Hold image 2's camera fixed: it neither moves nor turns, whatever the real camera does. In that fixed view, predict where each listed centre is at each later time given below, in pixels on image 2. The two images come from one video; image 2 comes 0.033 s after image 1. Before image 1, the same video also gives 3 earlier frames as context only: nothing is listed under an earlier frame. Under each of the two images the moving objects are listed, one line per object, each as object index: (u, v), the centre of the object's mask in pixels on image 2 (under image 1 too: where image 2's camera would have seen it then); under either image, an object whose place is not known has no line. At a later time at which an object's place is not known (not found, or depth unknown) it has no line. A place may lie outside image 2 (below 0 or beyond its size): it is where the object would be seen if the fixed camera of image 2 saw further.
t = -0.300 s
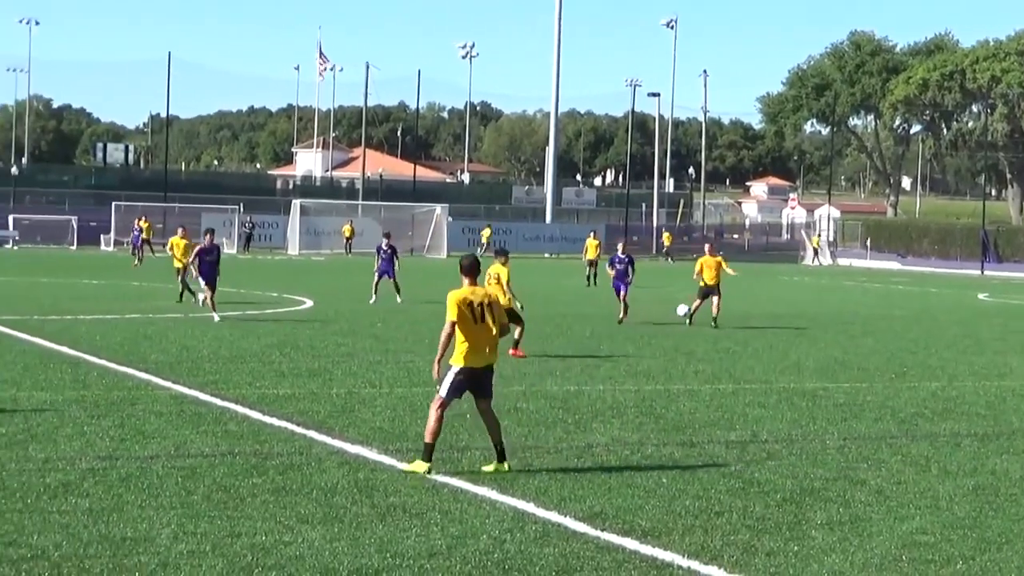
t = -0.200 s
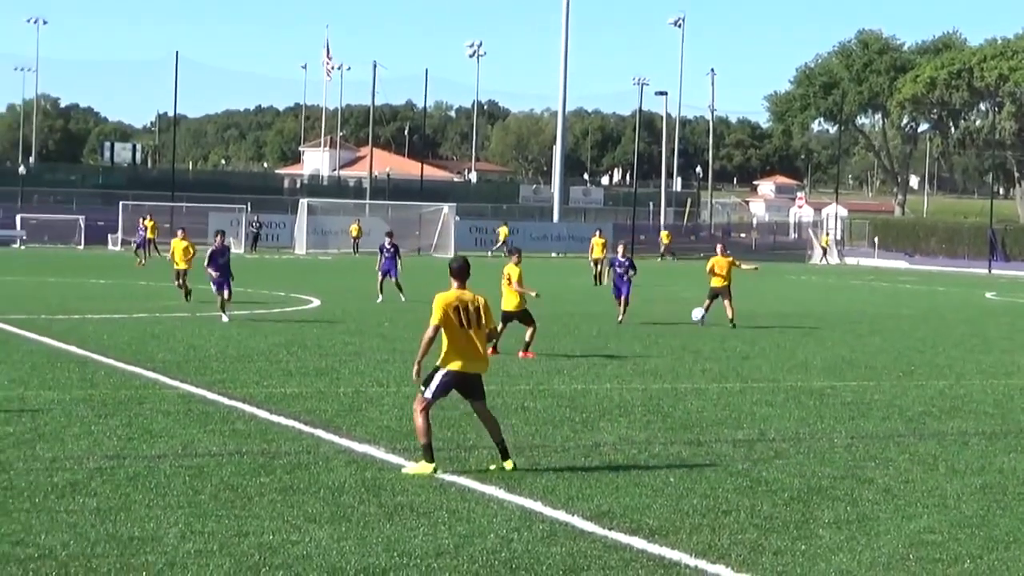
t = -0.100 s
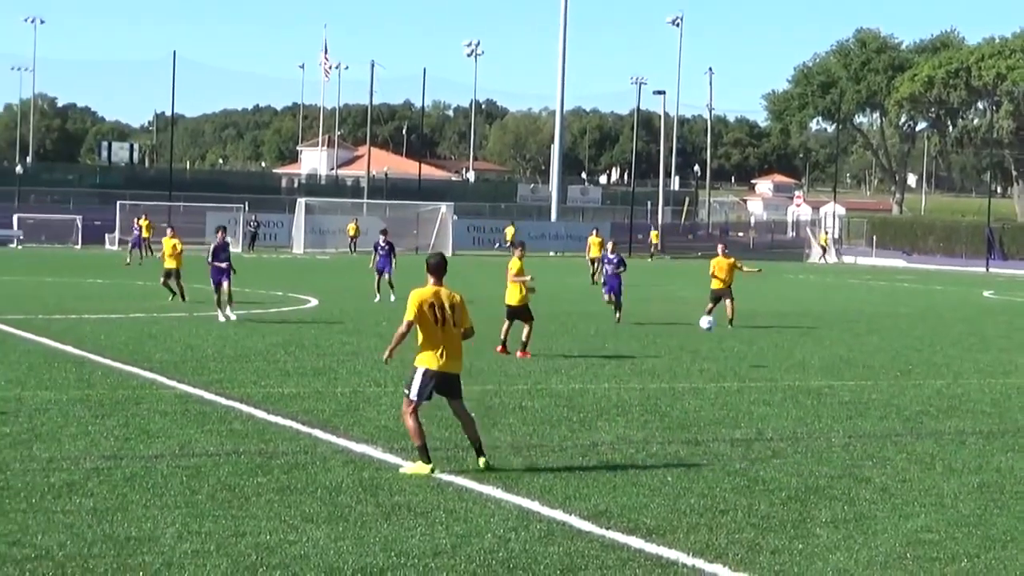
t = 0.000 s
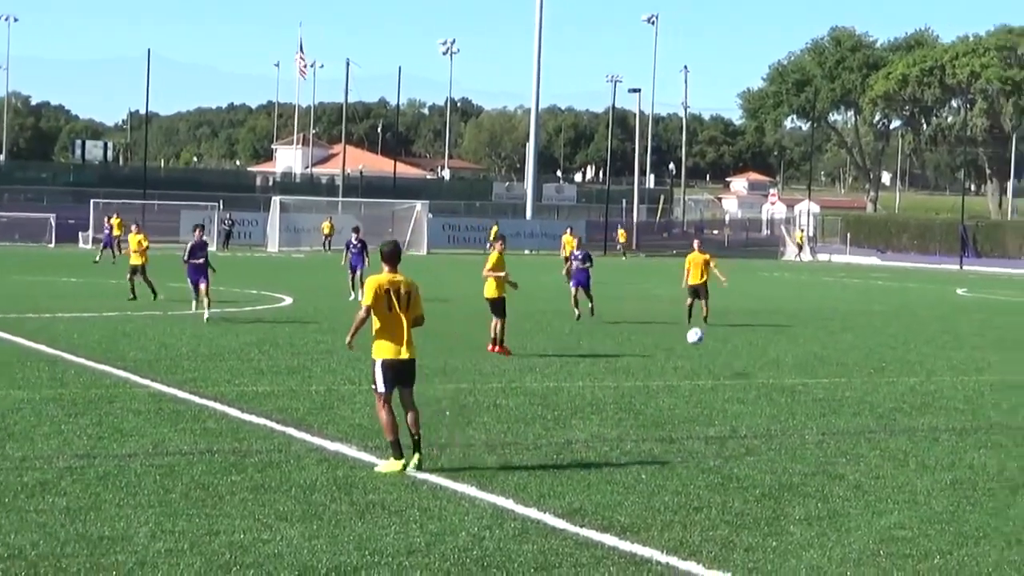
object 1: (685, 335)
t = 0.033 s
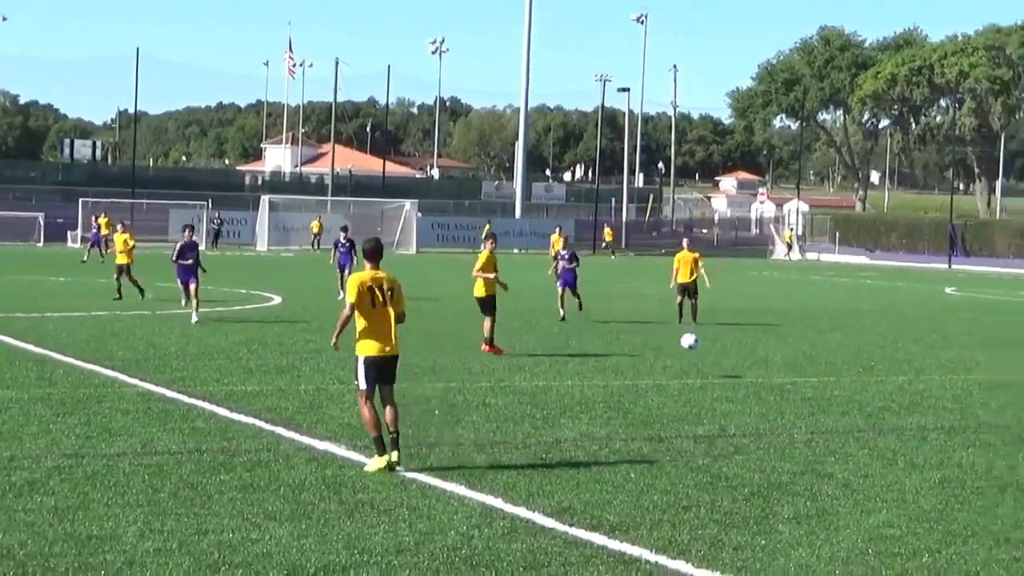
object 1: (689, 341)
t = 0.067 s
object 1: (693, 347)
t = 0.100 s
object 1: (699, 355)
